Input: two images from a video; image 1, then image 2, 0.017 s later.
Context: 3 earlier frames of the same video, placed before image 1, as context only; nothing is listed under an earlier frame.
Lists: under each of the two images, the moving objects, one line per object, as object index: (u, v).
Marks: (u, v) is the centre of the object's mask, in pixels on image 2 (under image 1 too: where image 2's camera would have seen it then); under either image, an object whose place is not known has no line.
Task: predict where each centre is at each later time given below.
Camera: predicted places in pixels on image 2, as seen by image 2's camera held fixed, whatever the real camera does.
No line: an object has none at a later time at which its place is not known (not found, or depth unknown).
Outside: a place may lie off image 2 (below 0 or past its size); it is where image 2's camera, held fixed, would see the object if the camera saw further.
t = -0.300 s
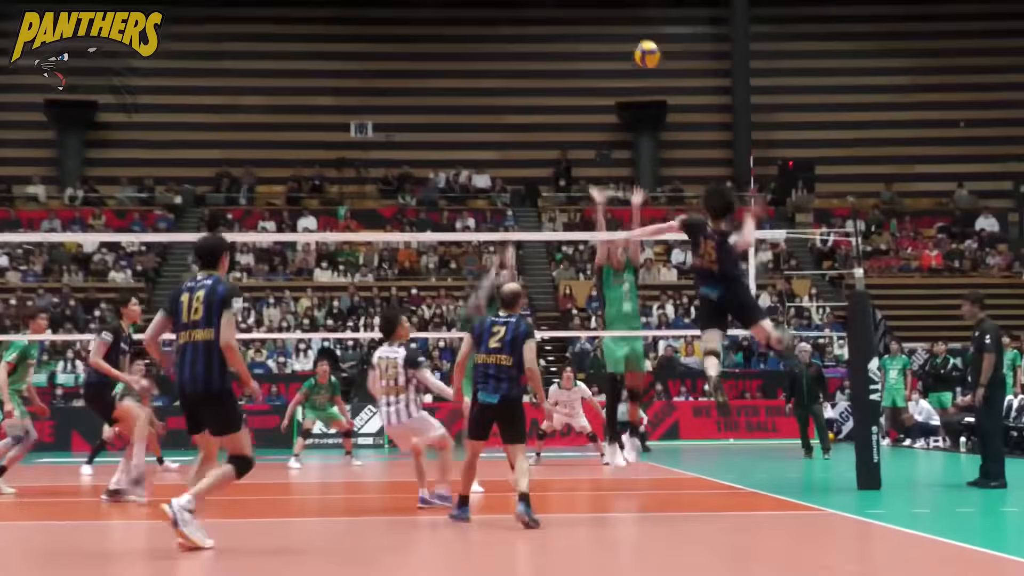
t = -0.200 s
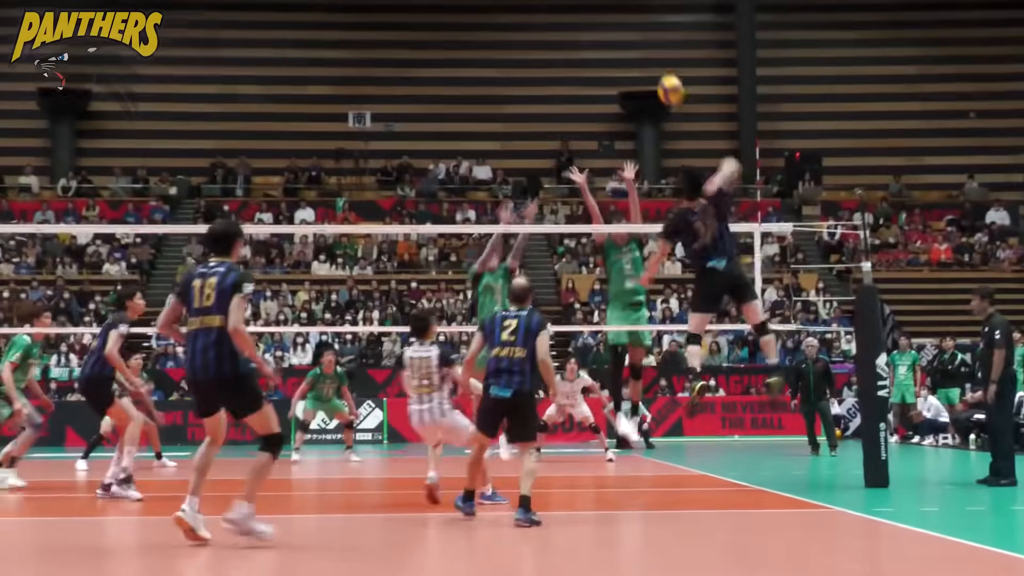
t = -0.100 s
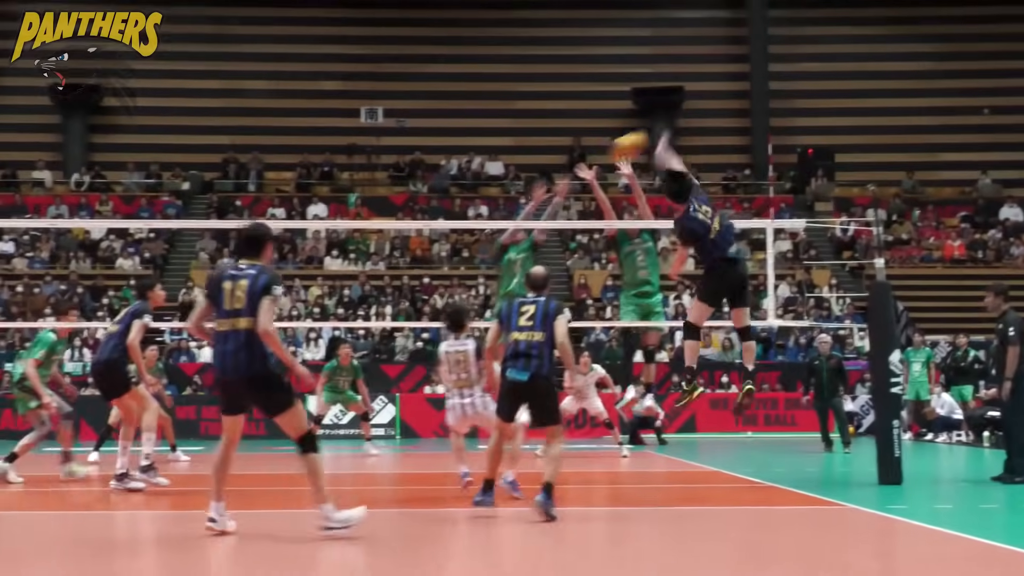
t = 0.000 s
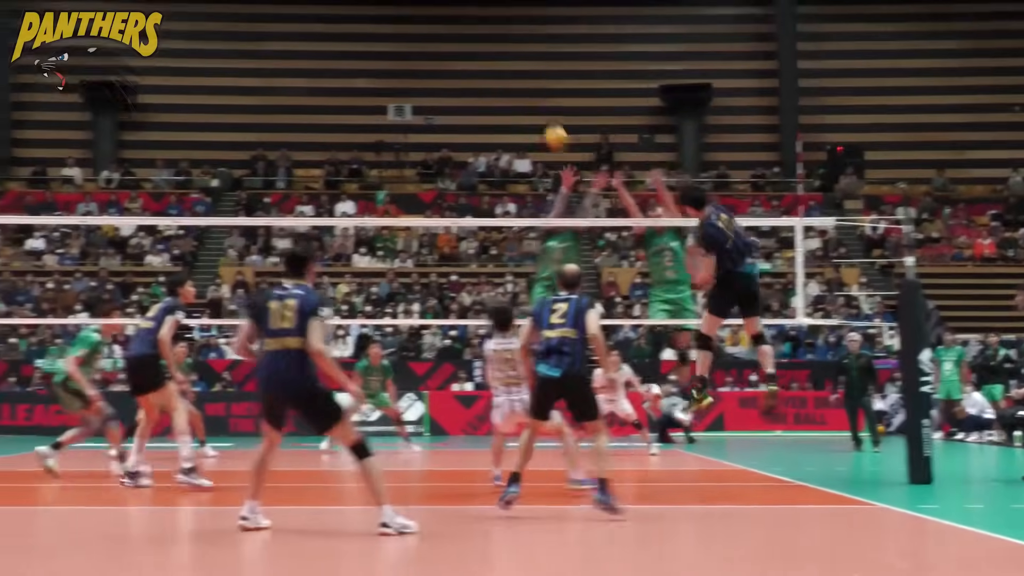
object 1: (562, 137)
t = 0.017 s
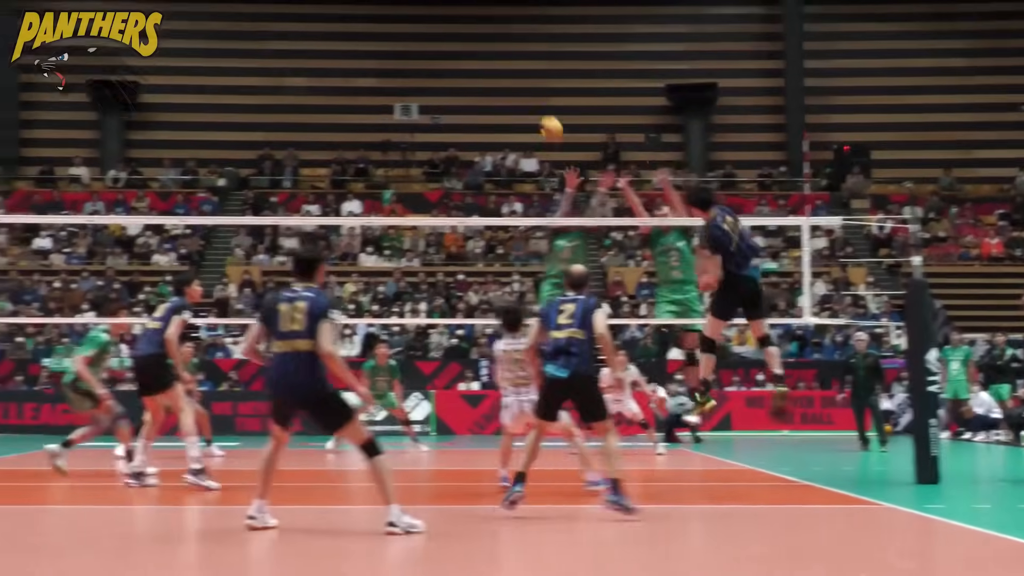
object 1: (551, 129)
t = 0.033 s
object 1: (540, 122)
